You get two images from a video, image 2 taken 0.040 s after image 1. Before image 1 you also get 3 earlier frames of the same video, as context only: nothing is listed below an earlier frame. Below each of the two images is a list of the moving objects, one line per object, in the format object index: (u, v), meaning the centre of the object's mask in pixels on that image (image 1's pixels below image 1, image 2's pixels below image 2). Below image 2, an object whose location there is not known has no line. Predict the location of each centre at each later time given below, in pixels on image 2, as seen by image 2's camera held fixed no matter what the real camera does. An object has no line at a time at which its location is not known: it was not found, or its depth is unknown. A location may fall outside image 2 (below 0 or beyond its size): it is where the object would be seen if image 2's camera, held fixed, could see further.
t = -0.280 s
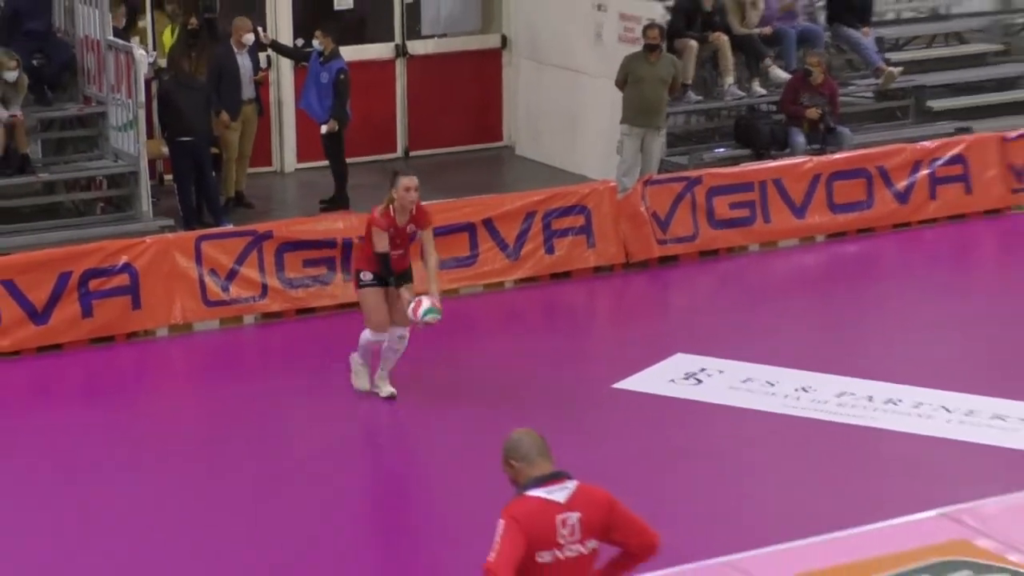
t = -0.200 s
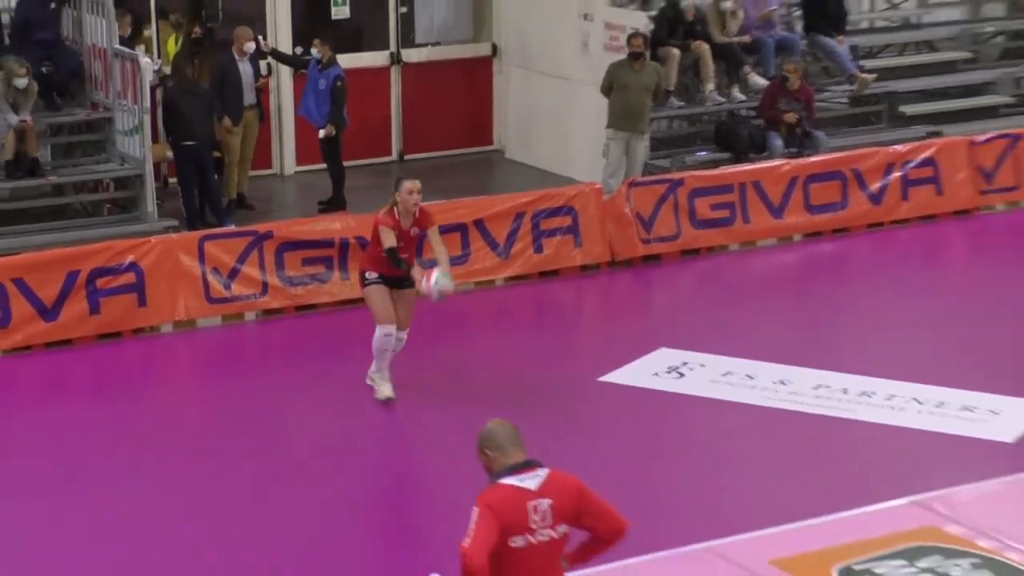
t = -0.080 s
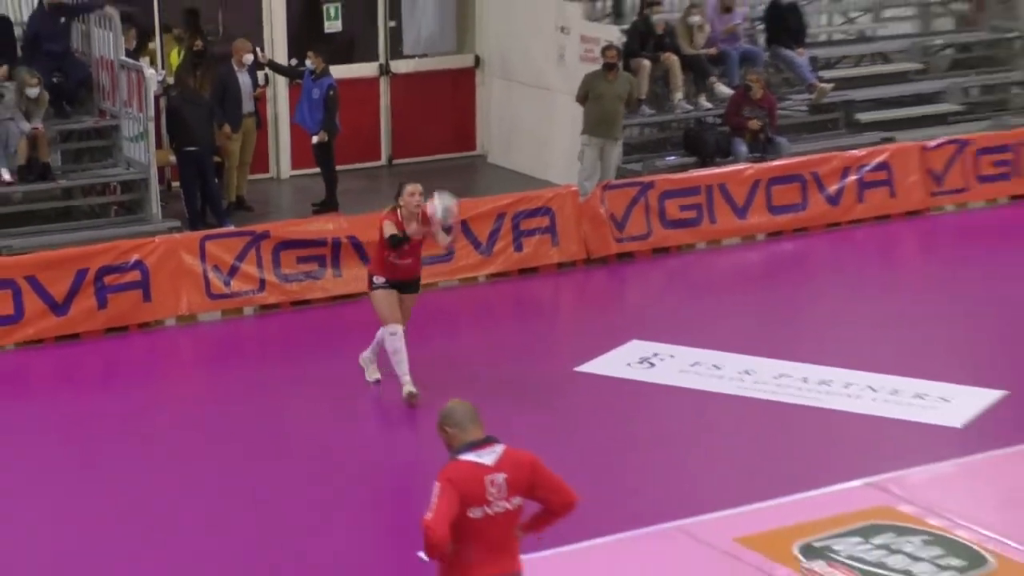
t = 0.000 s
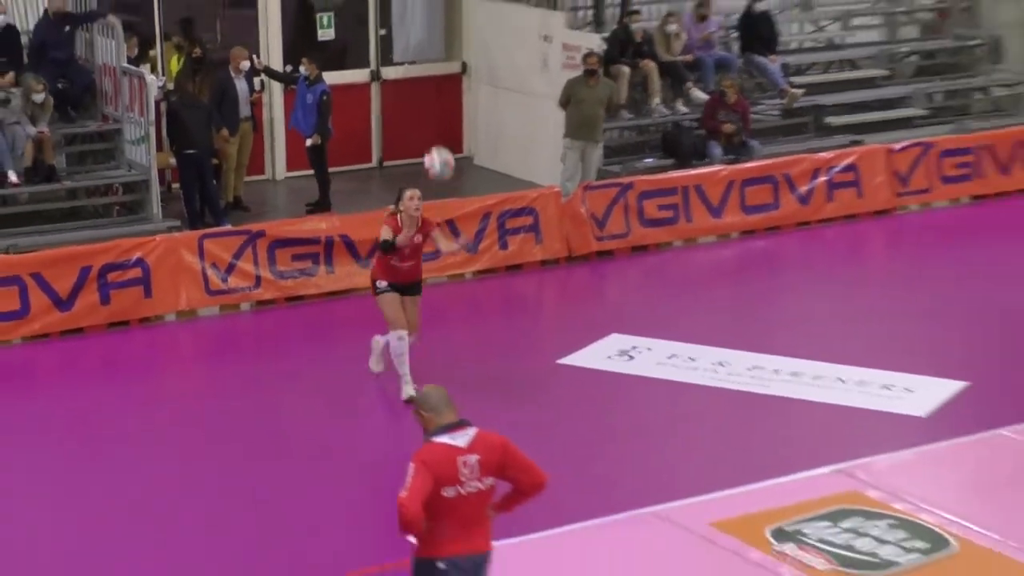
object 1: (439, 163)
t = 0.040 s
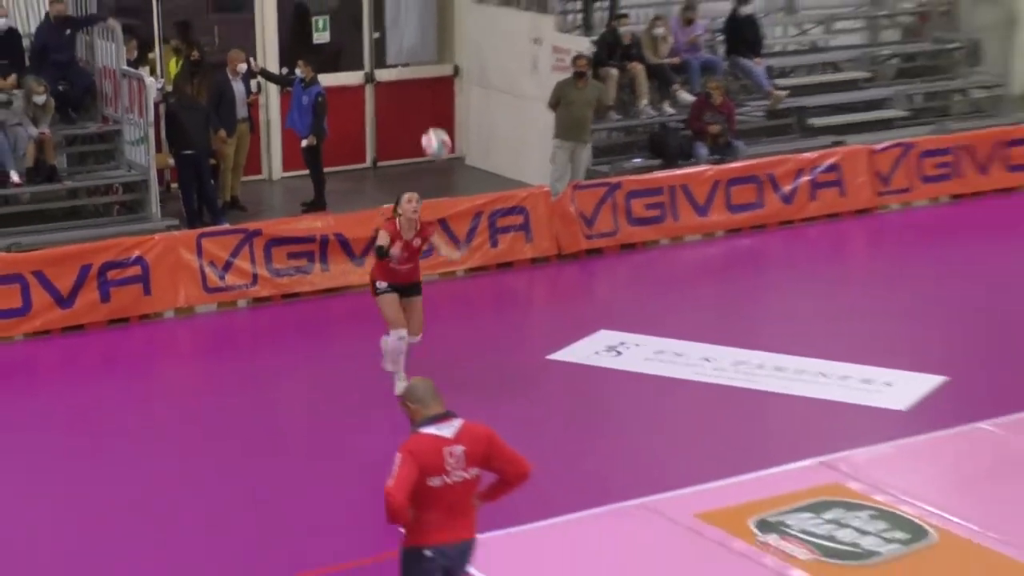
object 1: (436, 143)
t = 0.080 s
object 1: (440, 126)
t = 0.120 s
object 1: (445, 110)
